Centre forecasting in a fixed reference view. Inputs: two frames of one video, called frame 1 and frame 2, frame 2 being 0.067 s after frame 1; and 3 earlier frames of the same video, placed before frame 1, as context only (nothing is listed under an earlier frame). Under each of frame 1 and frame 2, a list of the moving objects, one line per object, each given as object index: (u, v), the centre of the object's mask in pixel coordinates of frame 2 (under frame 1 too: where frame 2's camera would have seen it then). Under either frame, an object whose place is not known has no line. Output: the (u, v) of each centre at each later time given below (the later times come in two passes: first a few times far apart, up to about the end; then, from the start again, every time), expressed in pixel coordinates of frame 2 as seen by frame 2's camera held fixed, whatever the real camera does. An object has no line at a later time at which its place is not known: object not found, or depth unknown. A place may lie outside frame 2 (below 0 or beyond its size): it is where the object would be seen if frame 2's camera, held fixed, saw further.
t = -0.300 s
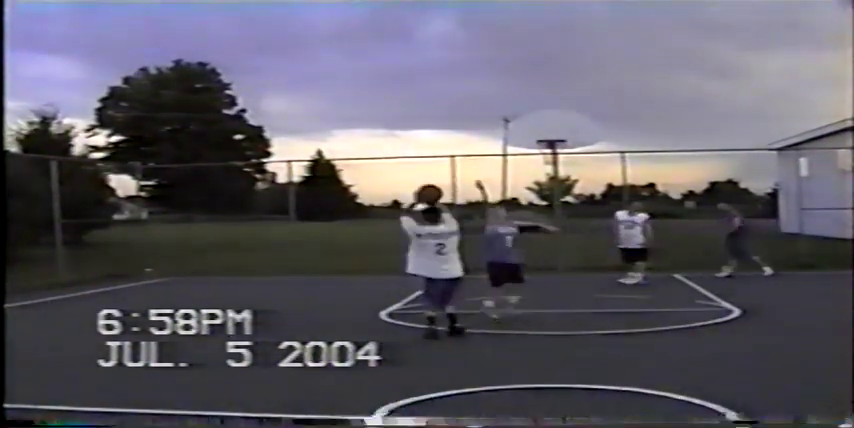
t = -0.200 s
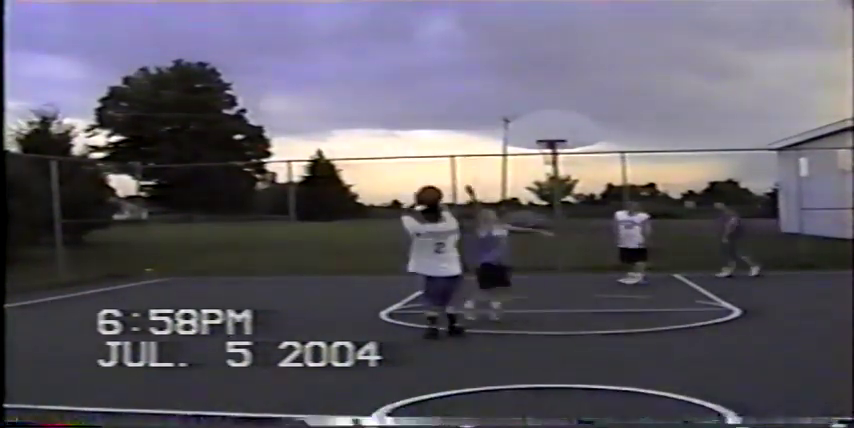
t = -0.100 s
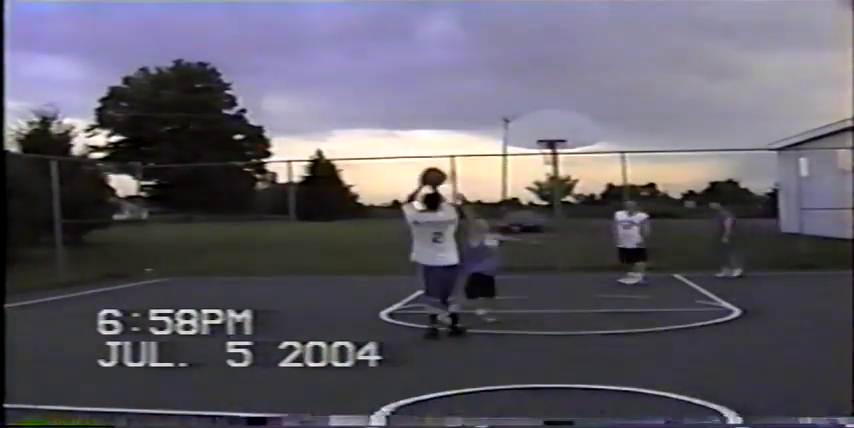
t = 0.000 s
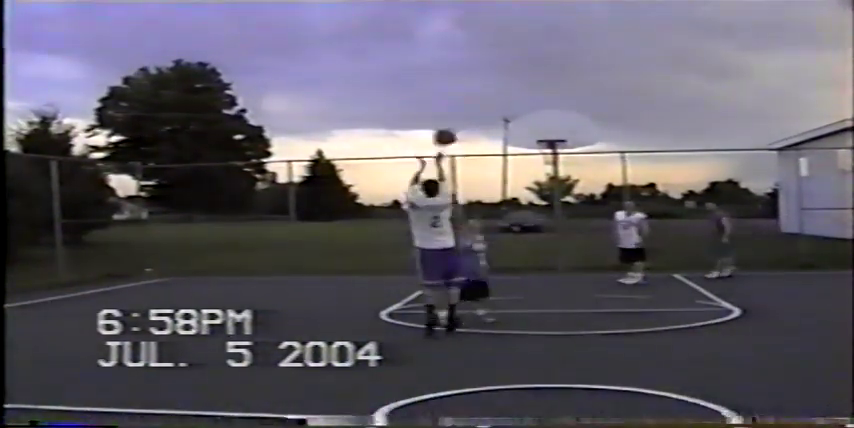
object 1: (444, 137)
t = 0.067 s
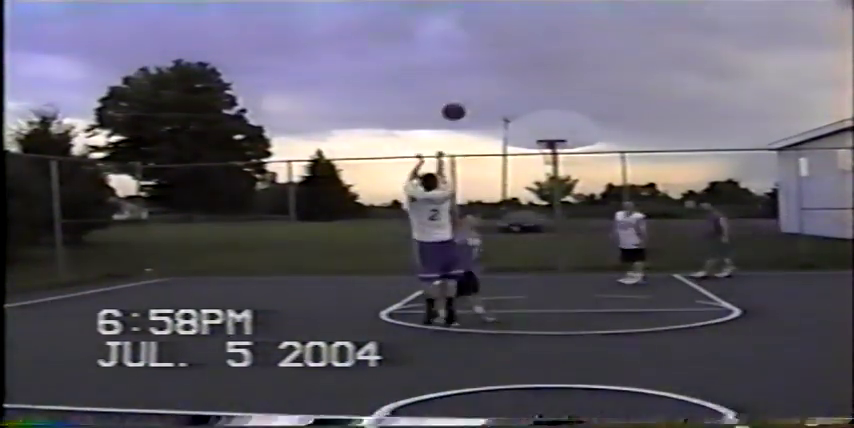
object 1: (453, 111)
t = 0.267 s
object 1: (477, 64)
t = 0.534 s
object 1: (505, 49)
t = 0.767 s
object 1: (527, 67)
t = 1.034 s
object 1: (550, 114)
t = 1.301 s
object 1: (585, 123)
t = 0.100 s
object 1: (457, 101)
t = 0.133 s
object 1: (461, 91)
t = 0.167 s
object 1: (466, 83)
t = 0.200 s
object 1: (470, 75)
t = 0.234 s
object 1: (474, 69)
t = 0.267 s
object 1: (477, 64)
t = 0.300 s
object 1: (481, 59)
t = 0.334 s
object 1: (485, 55)
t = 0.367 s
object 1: (488, 53)
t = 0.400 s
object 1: (491, 50)
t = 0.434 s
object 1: (495, 49)
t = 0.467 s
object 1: (498, 48)
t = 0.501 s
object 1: (501, 48)
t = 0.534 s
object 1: (505, 49)
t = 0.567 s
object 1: (508, 50)
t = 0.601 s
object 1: (511, 51)
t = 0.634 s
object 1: (515, 53)
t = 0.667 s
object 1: (518, 56)
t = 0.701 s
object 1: (521, 59)
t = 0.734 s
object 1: (524, 63)
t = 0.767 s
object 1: (527, 67)
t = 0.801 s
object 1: (530, 72)
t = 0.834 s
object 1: (533, 76)
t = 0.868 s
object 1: (536, 82)
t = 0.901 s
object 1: (539, 88)
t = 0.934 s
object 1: (541, 94)
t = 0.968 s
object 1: (544, 100)
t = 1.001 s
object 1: (547, 107)
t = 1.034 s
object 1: (550, 114)
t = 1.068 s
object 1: (552, 121)
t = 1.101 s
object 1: (554, 130)
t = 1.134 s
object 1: (558, 138)
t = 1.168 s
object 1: (562, 134)
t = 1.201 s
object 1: (567, 130)
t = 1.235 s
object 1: (573, 127)
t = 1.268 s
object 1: (579, 124)
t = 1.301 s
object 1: (585, 123)
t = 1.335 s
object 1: (591, 121)
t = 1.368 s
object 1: (597, 120)
